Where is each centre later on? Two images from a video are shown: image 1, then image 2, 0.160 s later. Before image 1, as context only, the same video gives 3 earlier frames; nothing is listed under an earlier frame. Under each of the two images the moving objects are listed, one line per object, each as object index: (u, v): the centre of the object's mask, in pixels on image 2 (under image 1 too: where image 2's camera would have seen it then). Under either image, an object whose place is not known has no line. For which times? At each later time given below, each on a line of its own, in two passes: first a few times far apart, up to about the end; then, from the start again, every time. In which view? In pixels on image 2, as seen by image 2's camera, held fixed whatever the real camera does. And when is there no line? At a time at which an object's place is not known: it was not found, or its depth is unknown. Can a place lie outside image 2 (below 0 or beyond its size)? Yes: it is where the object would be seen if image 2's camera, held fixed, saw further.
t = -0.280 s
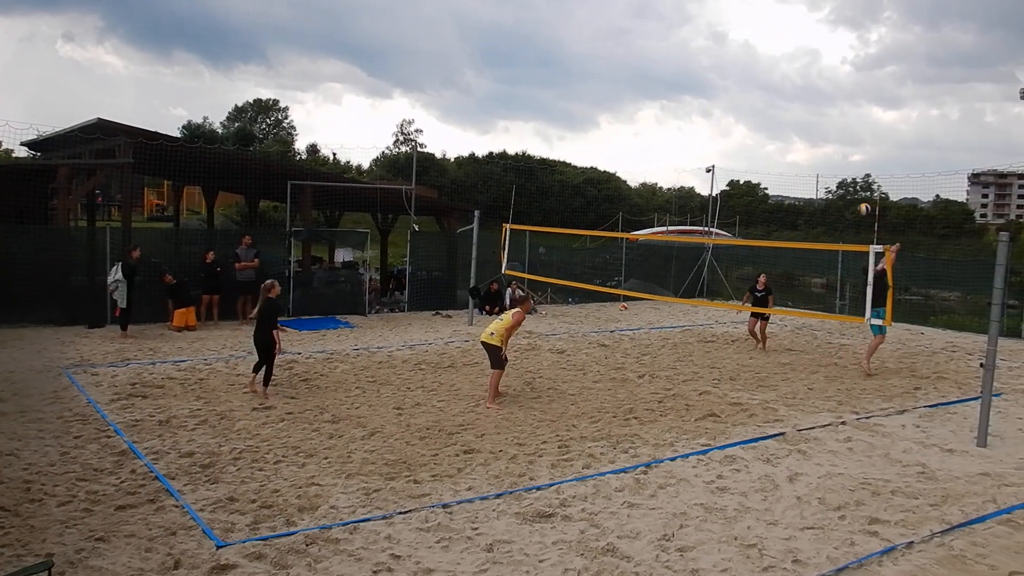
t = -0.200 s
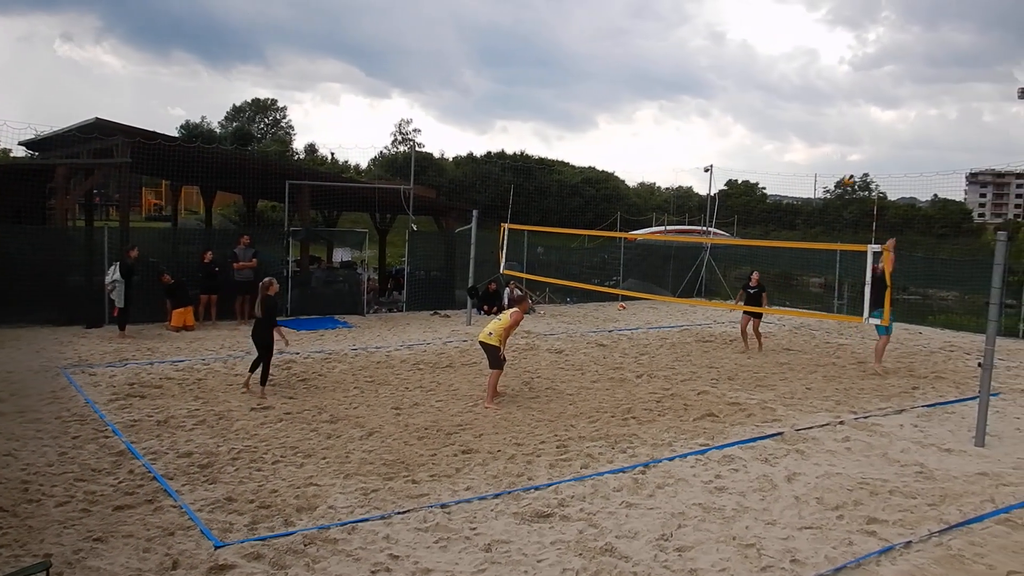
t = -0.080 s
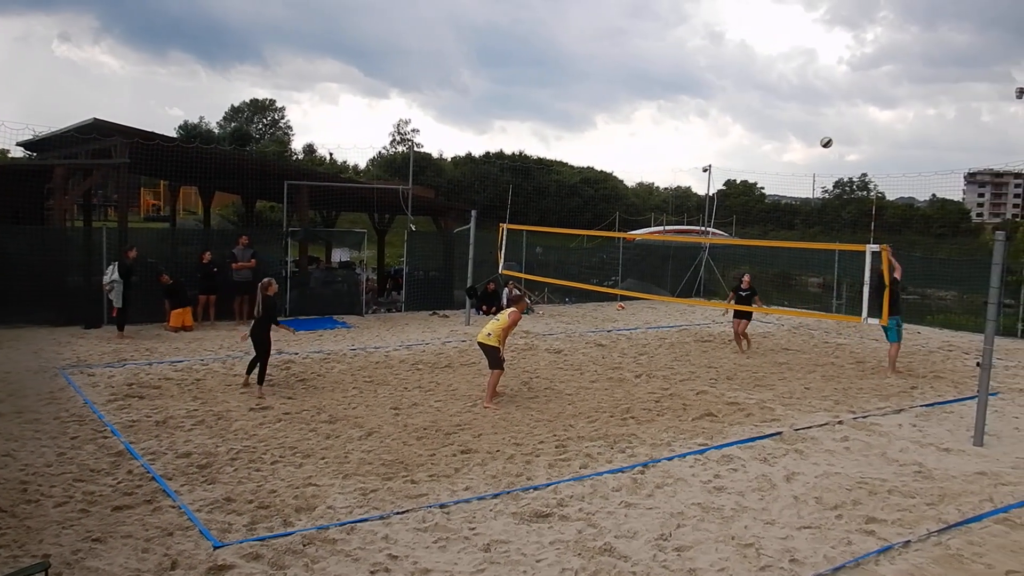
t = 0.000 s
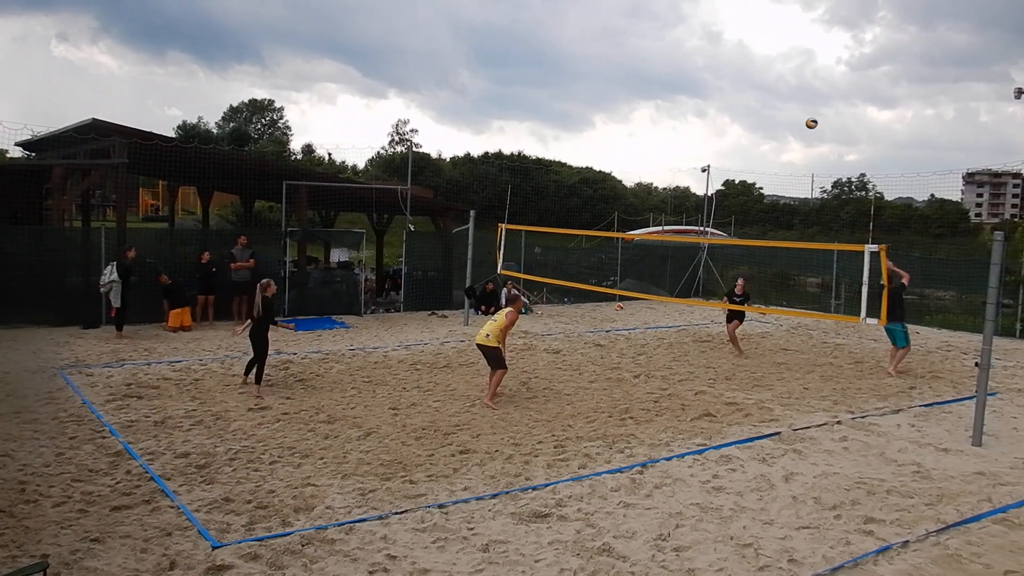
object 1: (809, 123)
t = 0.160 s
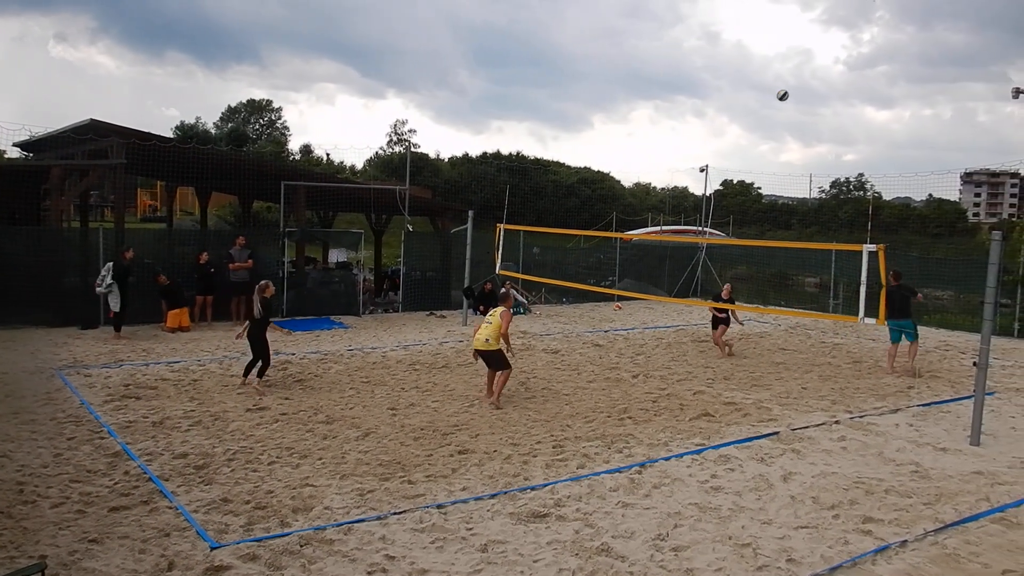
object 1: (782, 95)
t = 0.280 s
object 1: (762, 84)
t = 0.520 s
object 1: (723, 86)
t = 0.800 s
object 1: (678, 126)
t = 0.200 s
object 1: (776, 91)
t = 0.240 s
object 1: (769, 87)
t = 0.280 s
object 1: (762, 84)
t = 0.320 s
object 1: (756, 82)
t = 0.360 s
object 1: (749, 81)
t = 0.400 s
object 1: (743, 81)
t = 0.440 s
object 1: (736, 82)
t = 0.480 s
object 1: (730, 83)
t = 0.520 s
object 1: (723, 86)
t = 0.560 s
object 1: (716, 89)
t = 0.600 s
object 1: (710, 93)
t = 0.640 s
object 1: (703, 98)
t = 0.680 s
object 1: (697, 104)
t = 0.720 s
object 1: (690, 111)
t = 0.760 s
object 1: (684, 118)
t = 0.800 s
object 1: (678, 126)
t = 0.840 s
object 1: (672, 135)
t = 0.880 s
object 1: (665, 145)
